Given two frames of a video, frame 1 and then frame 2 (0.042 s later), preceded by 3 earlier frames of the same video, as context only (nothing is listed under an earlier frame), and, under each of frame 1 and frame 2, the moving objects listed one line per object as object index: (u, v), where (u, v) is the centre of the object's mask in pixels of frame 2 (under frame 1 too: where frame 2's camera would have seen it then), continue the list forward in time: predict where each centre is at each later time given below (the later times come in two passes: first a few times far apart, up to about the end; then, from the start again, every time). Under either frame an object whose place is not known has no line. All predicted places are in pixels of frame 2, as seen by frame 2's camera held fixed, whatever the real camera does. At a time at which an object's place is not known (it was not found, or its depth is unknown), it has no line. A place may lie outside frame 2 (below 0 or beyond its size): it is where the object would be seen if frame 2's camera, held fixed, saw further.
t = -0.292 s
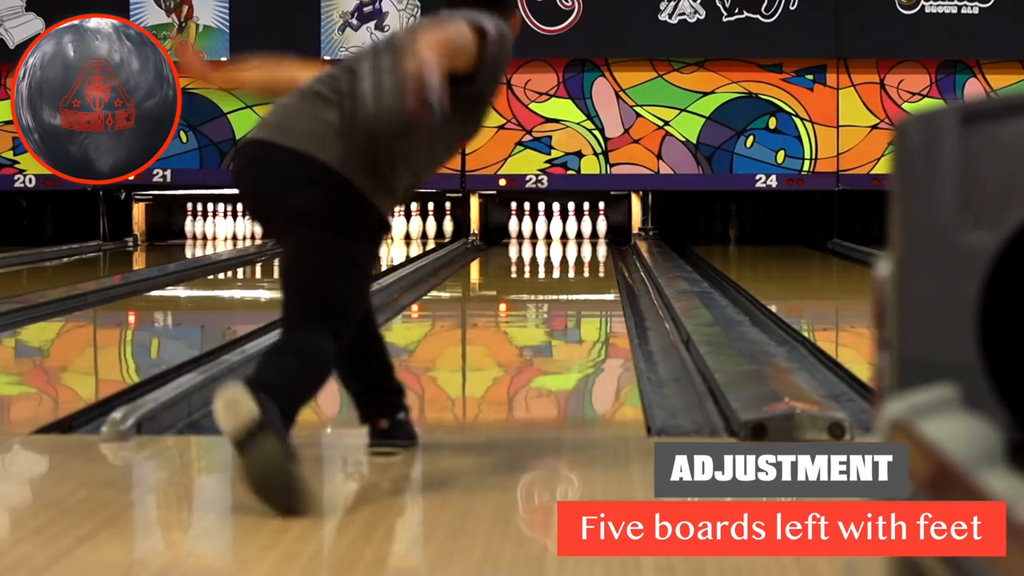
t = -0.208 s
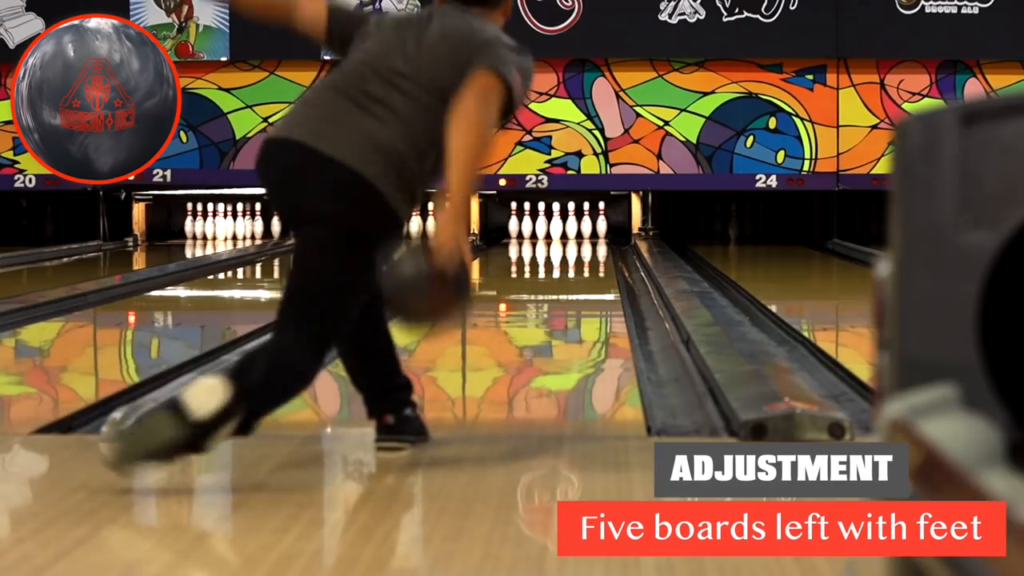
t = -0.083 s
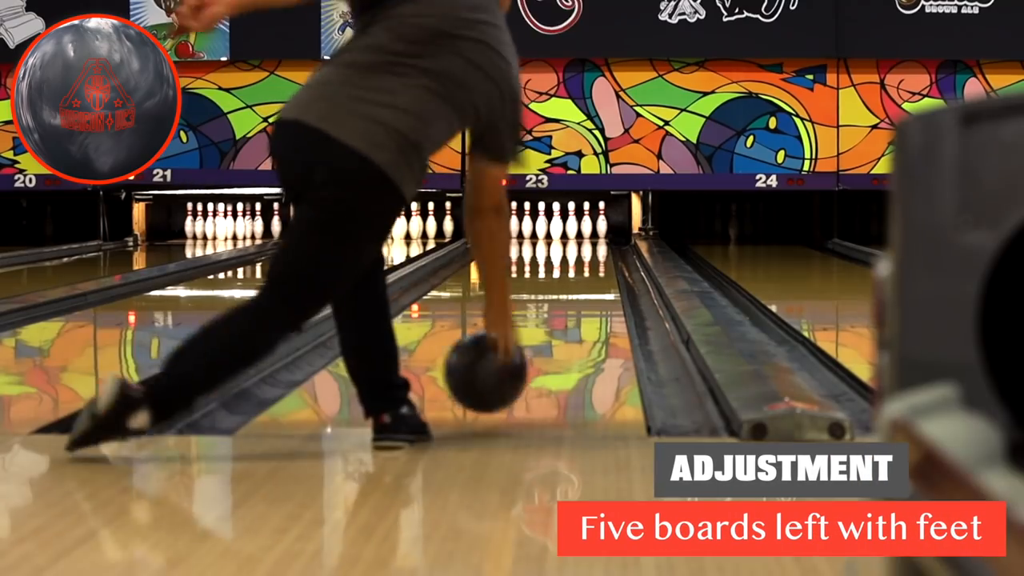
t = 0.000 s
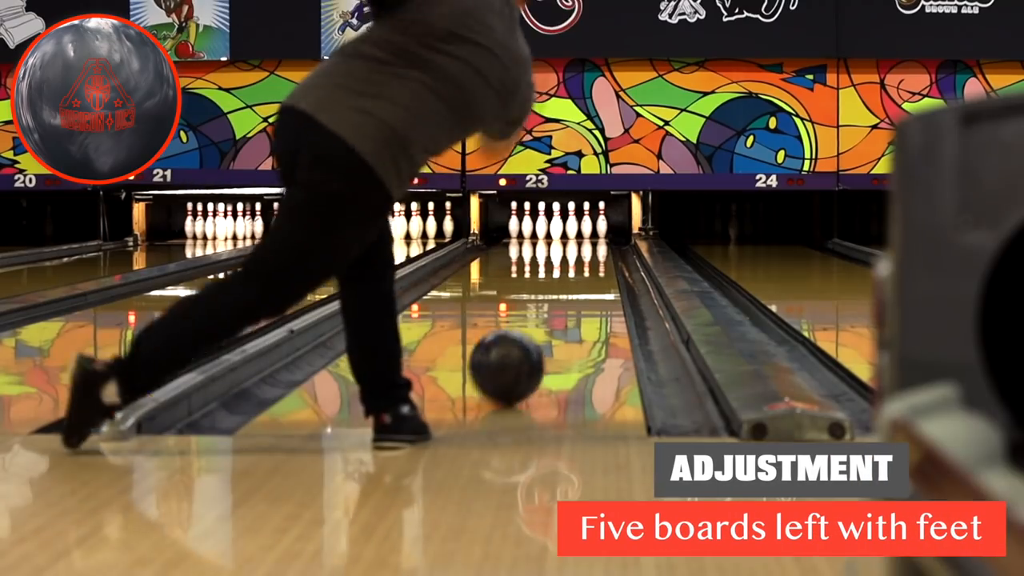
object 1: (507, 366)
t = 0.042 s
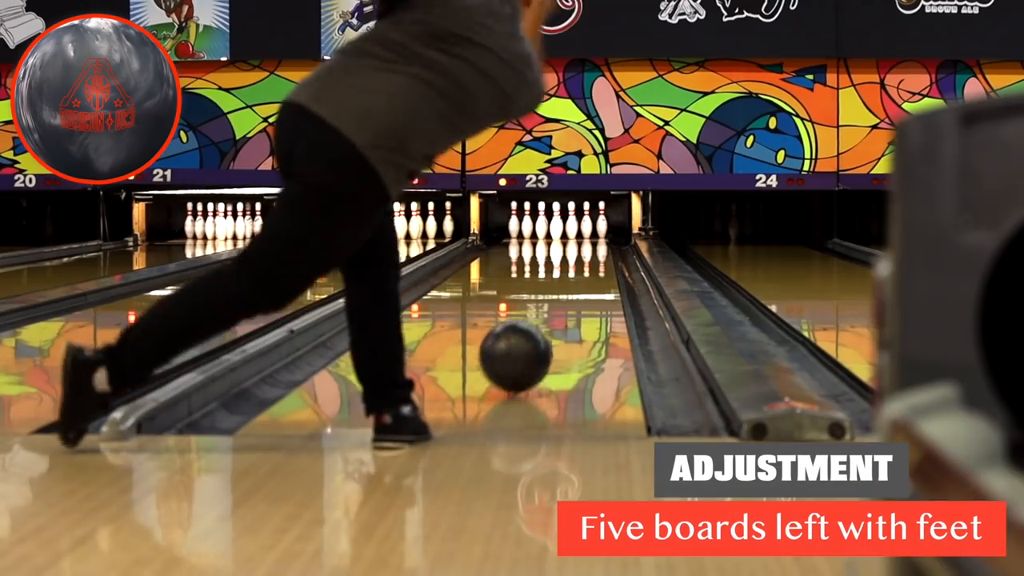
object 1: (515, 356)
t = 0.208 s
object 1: (543, 330)
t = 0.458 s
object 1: (571, 302)
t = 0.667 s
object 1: (586, 284)
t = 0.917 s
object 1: (597, 269)
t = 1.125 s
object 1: (603, 259)
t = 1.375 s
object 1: (605, 250)
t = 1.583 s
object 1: (604, 244)
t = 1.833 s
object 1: (597, 238)
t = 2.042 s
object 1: (588, 234)
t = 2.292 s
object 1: (573, 230)
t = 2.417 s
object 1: (572, 229)
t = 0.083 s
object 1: (523, 350)
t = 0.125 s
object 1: (530, 343)
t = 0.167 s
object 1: (537, 337)
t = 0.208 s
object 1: (543, 330)
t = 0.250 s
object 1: (549, 324)
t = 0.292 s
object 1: (553, 319)
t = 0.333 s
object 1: (558, 314)
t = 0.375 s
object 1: (563, 310)
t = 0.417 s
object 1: (567, 305)
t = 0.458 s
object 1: (571, 302)
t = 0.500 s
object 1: (574, 298)
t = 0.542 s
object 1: (577, 294)
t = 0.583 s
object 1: (580, 291)
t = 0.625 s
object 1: (583, 288)
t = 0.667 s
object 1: (586, 284)
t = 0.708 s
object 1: (588, 281)
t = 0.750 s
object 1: (591, 278)
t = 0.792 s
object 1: (593, 276)
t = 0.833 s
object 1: (594, 274)
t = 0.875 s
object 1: (596, 271)
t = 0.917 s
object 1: (597, 269)
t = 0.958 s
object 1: (599, 267)
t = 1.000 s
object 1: (600, 264)
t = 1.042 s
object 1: (602, 262)
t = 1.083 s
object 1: (603, 261)
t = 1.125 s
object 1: (603, 259)
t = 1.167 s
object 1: (604, 257)
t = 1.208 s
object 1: (604, 257)
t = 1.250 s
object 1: (605, 254)
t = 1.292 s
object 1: (605, 253)
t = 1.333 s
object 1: (605, 252)
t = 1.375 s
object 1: (605, 250)
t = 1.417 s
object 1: (606, 249)
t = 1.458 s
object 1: (606, 247)
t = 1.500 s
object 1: (605, 246)
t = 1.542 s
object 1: (604, 245)
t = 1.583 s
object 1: (604, 244)
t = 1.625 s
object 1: (602, 243)
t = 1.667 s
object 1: (602, 242)
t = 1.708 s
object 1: (601, 241)
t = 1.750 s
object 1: (599, 240)
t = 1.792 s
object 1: (598, 239)
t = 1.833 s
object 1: (597, 238)
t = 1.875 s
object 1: (595, 237)
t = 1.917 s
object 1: (593, 236)
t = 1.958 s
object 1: (592, 235)
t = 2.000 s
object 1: (590, 235)
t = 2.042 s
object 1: (588, 234)
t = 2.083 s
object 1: (586, 233)
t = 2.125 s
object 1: (584, 232)
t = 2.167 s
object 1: (581, 232)
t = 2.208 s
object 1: (578, 231)
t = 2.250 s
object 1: (576, 231)
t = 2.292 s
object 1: (573, 230)
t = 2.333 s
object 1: (571, 230)
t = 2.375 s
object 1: (571, 229)
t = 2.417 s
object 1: (572, 229)
